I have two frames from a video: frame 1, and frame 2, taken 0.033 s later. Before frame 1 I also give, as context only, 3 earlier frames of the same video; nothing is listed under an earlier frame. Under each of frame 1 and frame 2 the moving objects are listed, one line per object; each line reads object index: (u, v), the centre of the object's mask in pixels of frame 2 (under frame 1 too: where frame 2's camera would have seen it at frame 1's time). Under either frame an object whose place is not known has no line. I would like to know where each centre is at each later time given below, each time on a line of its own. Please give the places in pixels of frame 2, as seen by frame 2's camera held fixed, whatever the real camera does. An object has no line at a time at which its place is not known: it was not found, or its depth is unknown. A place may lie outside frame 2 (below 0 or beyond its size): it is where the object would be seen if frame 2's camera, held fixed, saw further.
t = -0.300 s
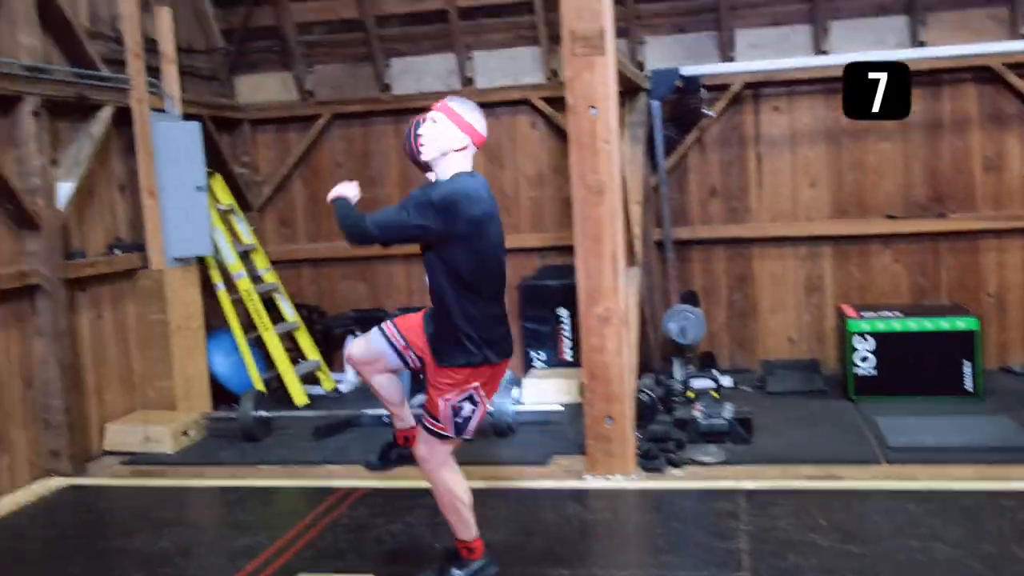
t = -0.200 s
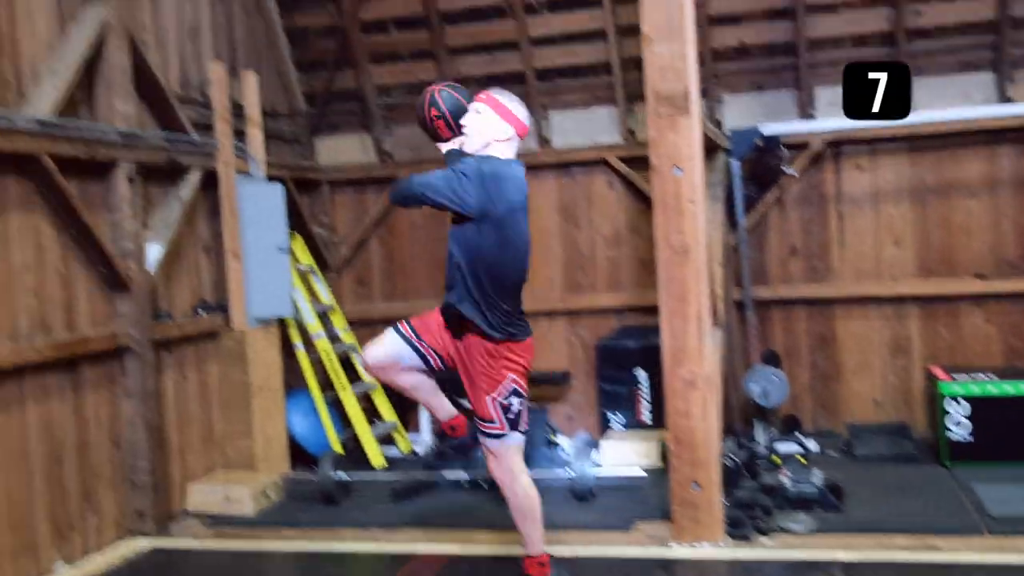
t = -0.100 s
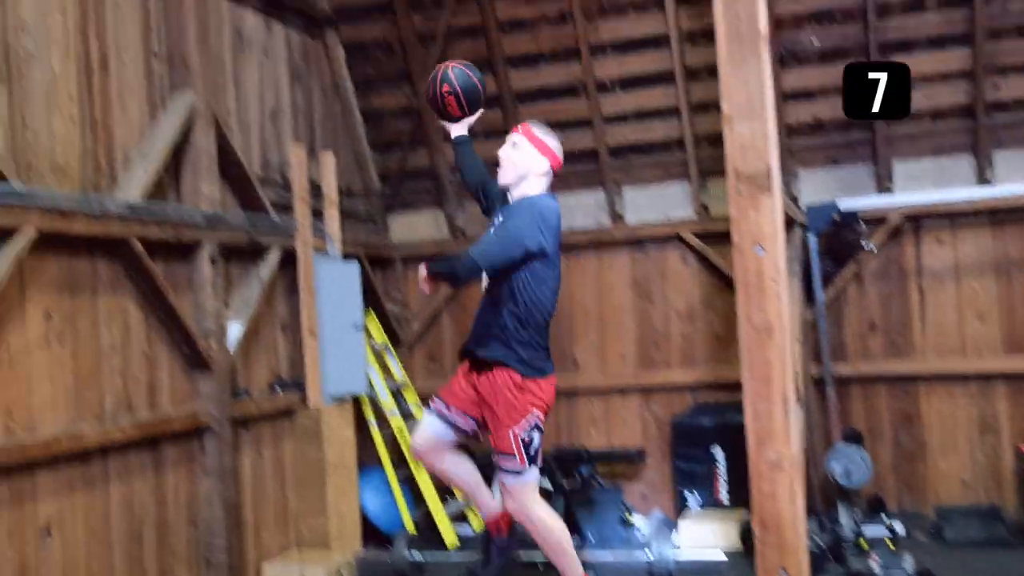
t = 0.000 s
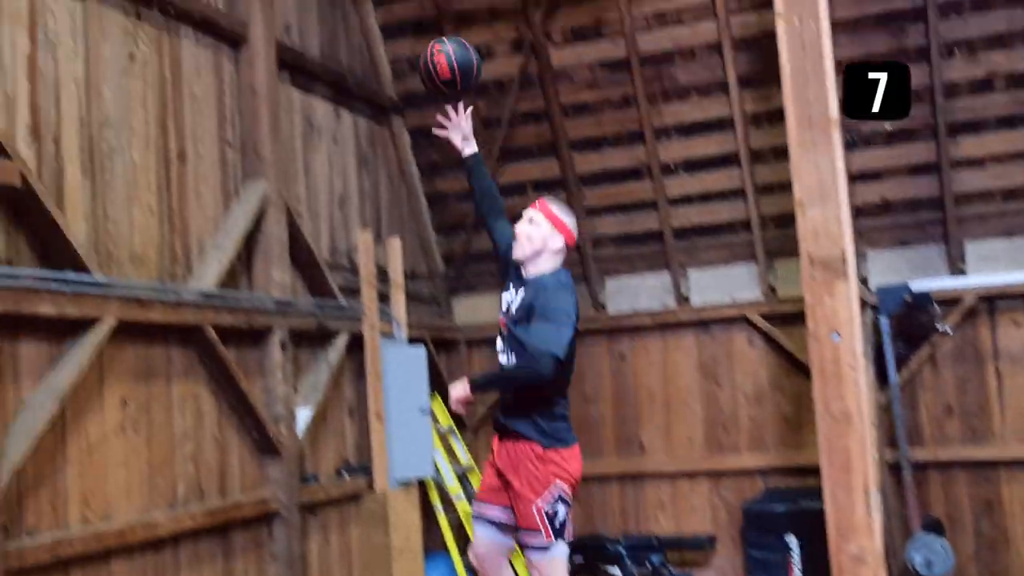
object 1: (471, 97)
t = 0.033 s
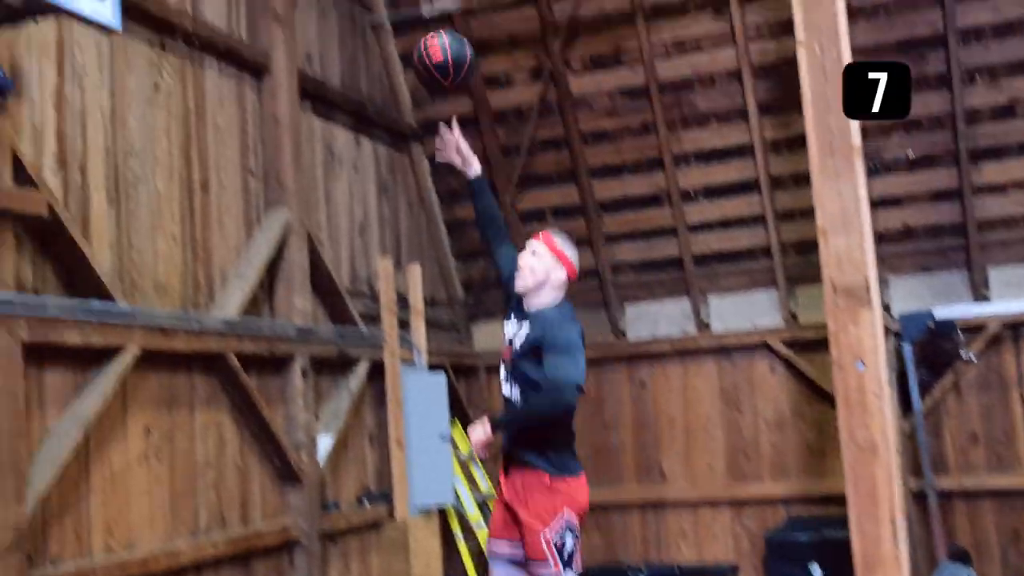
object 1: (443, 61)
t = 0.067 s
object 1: (416, 27)
